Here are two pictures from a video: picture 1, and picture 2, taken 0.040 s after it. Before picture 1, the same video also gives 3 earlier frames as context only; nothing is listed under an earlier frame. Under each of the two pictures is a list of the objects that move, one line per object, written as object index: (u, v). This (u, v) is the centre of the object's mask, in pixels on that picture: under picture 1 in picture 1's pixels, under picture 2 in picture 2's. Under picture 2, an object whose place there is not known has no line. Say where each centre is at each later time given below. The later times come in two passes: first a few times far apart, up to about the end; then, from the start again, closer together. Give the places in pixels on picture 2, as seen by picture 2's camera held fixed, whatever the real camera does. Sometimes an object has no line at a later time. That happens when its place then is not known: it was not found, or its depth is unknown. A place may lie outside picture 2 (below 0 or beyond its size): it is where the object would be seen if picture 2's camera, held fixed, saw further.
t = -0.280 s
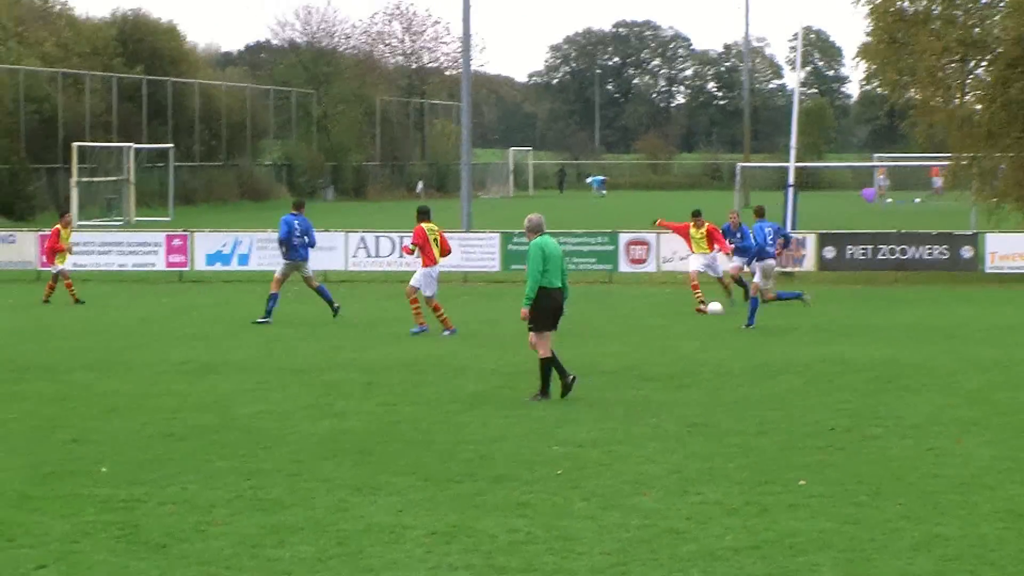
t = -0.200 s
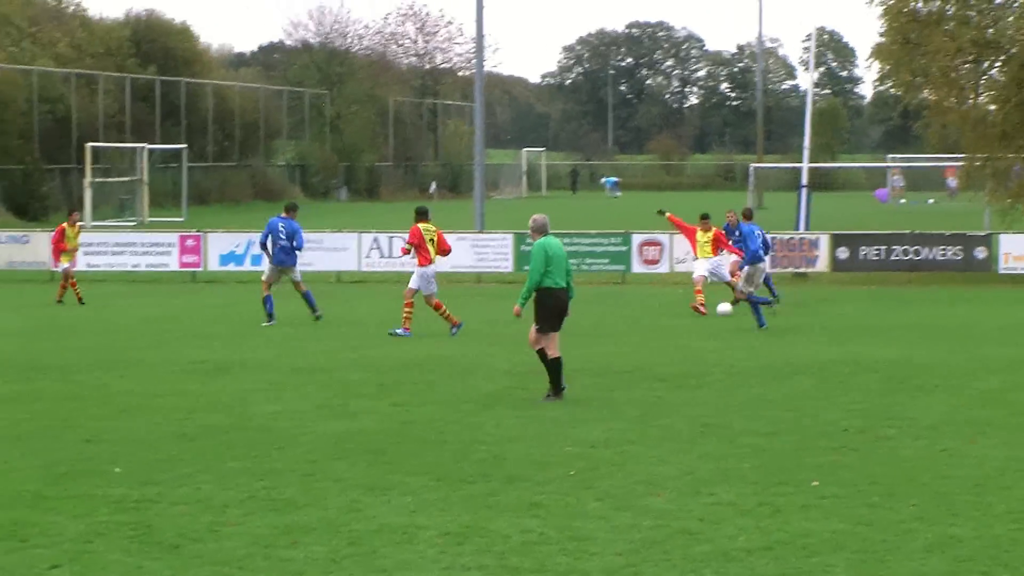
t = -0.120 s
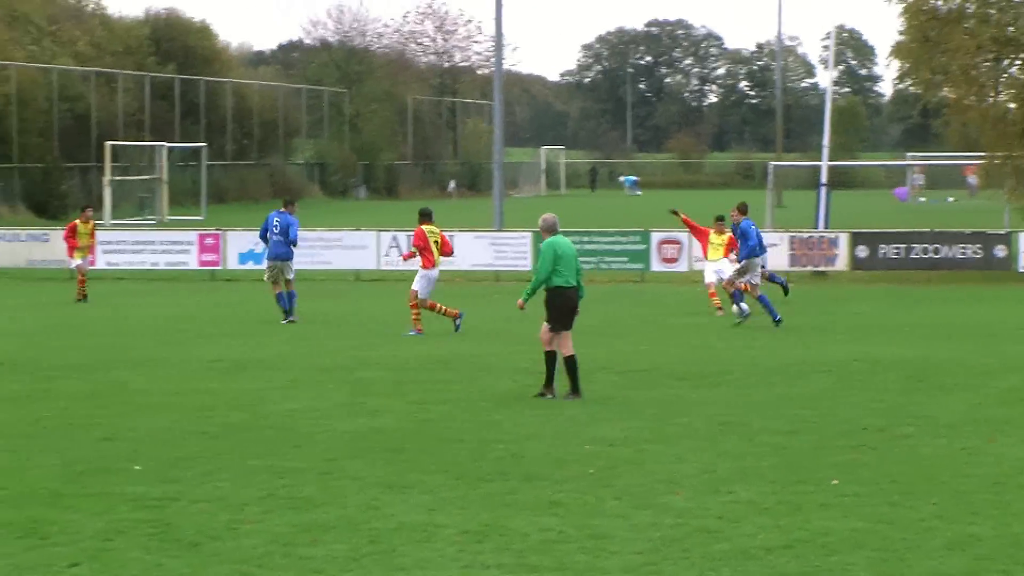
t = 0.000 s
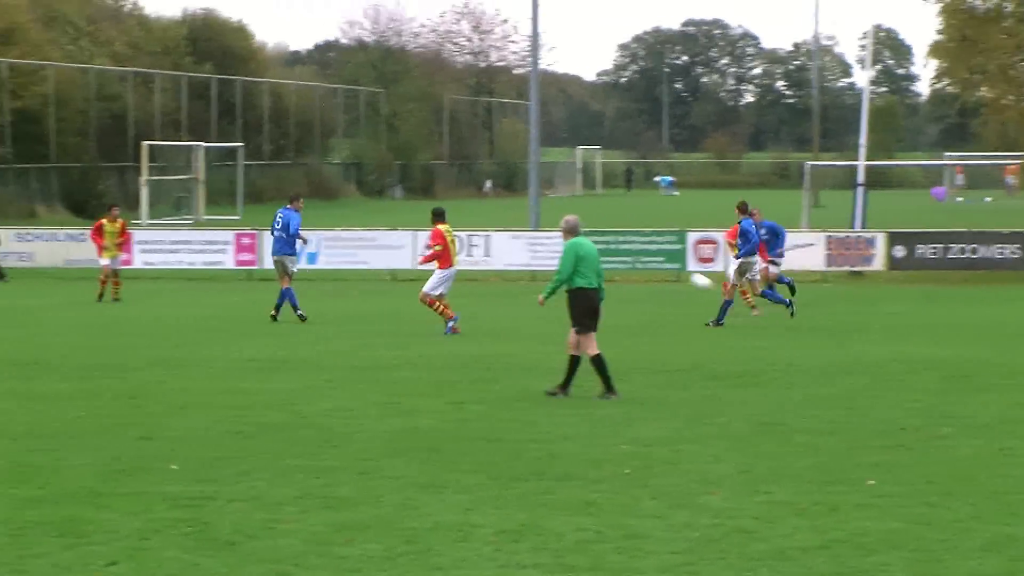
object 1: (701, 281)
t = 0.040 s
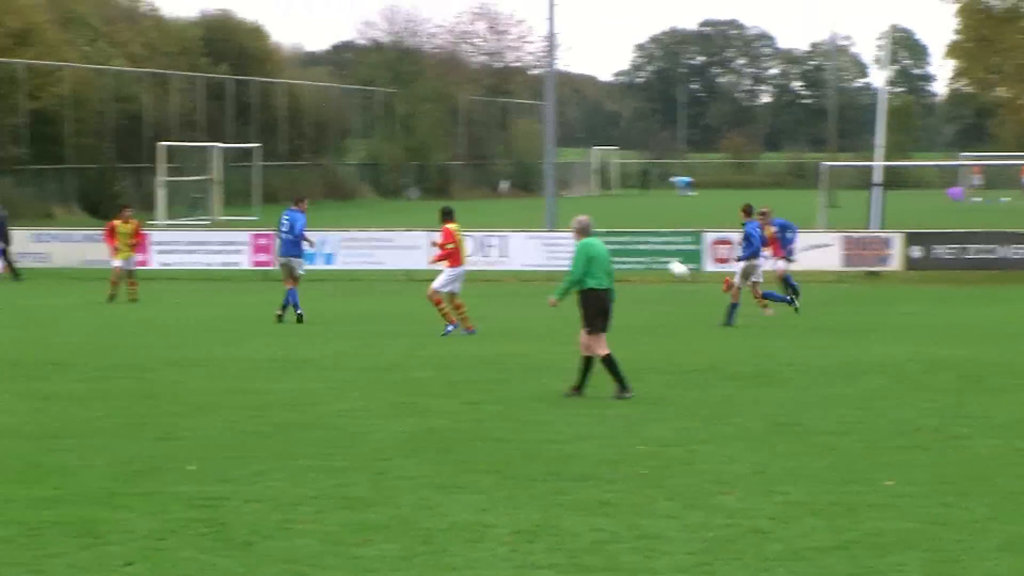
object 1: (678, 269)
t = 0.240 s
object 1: (472, 214)
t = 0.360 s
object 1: (345, 184)
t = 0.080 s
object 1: (637, 257)
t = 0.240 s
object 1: (472, 214)
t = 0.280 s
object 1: (430, 204)
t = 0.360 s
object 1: (345, 184)
